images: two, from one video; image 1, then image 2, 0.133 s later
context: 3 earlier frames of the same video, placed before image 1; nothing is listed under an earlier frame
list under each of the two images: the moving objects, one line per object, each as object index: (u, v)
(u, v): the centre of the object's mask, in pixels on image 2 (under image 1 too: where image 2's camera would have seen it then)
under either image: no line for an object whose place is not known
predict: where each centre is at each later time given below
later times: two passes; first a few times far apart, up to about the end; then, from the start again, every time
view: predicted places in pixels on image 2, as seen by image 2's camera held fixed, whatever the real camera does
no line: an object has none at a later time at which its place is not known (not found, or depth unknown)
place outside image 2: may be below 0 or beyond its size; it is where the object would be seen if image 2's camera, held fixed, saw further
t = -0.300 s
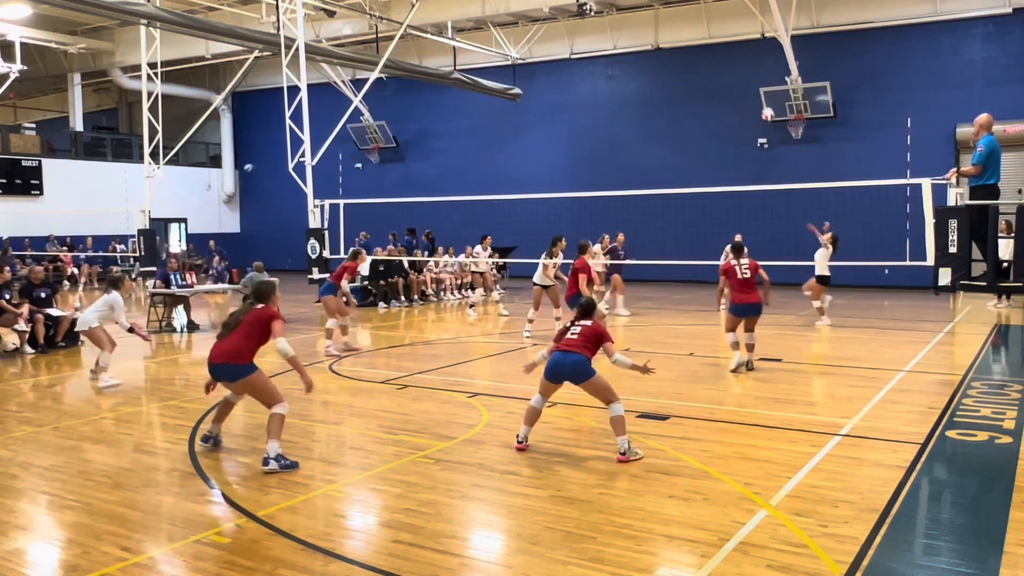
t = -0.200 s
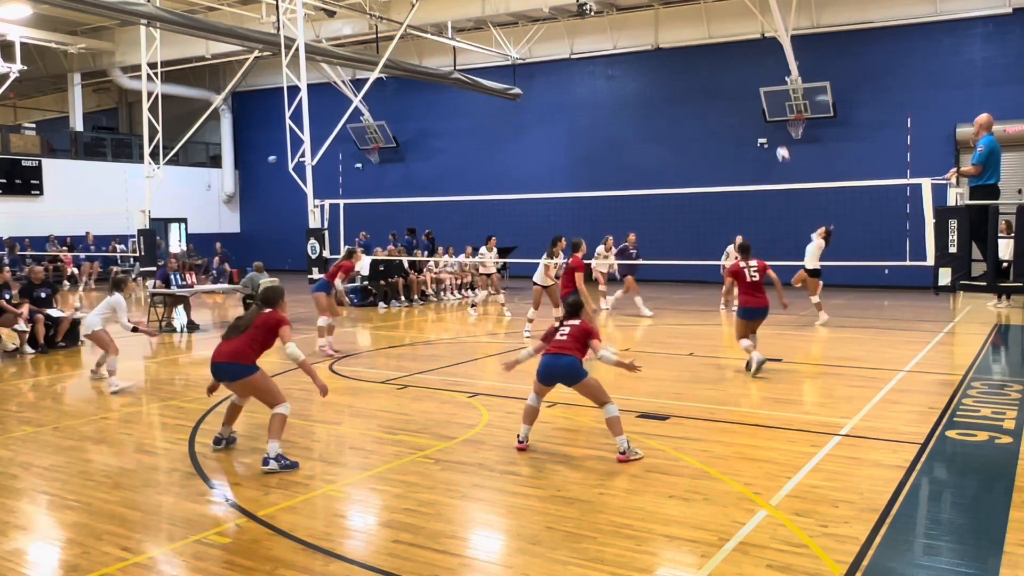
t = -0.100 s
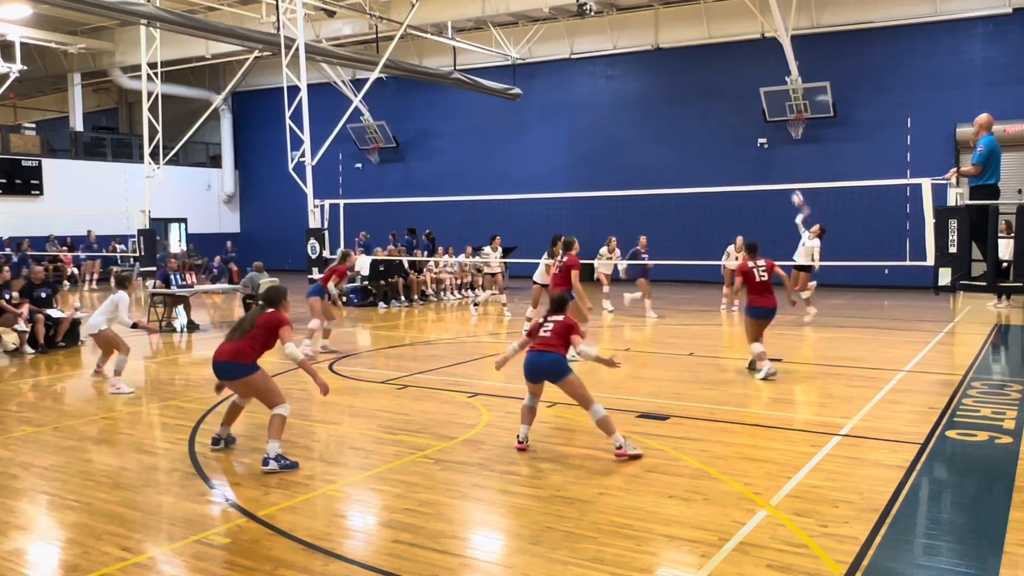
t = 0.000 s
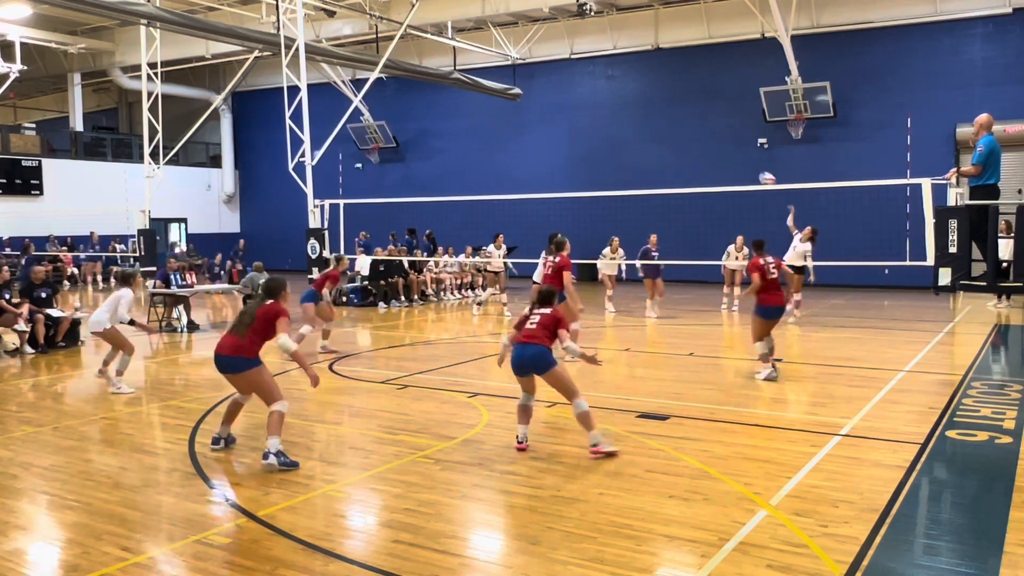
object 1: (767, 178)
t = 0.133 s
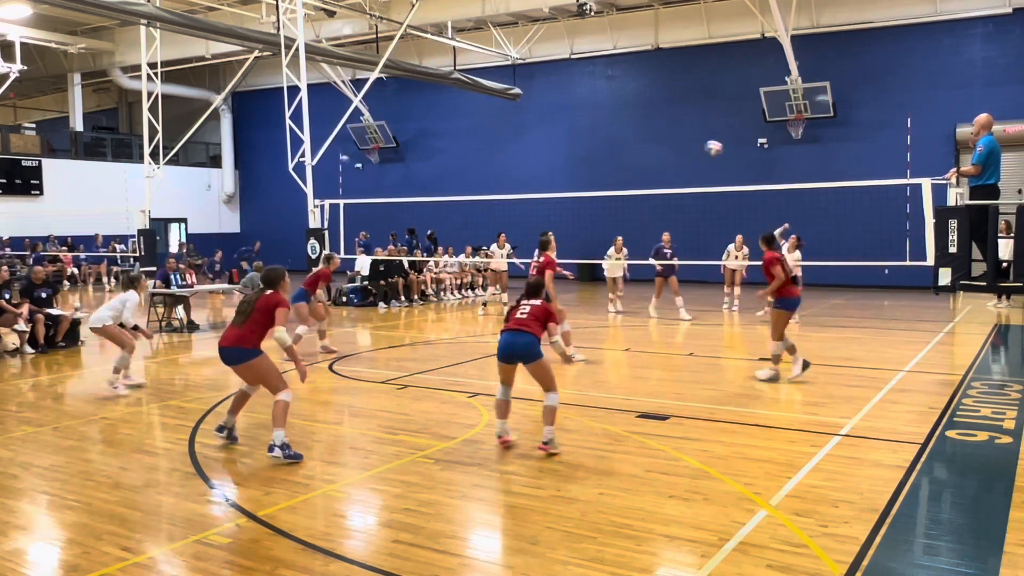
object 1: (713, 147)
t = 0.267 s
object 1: (653, 126)
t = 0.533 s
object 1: (499, 125)
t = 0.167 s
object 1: (699, 139)
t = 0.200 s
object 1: (685, 135)
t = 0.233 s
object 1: (669, 130)
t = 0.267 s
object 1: (653, 126)
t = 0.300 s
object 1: (636, 123)
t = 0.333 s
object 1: (618, 119)
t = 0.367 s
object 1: (600, 118)
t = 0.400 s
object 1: (582, 117)
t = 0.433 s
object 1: (562, 117)
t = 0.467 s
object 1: (542, 118)
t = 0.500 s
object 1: (521, 121)
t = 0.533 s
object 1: (499, 125)
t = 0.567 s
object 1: (476, 129)
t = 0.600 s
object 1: (451, 136)
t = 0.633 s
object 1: (426, 144)
